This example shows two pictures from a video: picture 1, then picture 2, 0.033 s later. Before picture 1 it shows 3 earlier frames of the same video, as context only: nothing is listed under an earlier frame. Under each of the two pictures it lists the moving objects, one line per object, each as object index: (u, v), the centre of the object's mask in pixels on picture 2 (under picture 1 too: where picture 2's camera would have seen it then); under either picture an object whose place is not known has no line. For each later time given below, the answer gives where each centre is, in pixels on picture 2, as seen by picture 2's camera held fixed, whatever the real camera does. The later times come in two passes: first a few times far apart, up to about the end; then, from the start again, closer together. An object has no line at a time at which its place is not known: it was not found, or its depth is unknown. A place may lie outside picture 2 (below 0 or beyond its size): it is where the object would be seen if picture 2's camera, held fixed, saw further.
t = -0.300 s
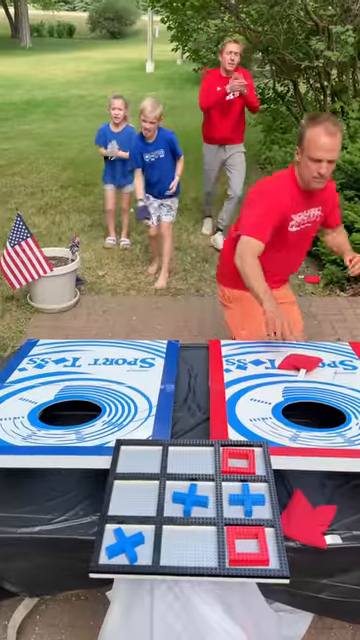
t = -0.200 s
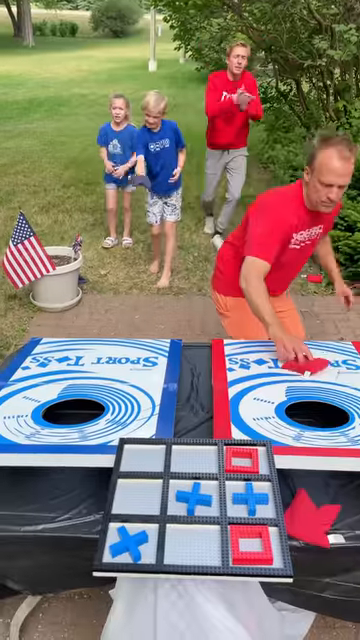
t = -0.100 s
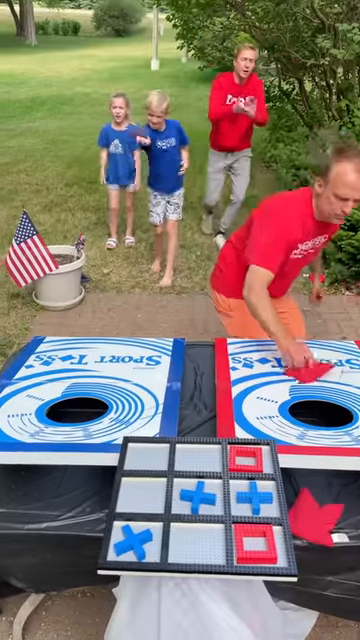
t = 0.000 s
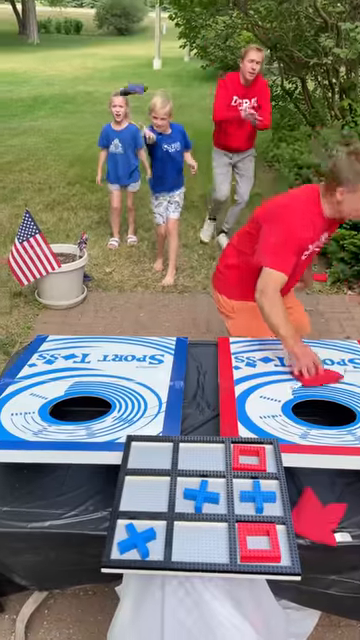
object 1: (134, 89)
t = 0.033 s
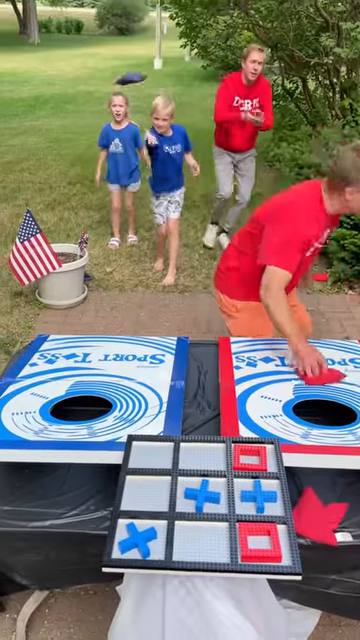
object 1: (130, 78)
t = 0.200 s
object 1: (116, 54)
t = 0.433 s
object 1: (89, 141)
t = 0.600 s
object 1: (75, 305)
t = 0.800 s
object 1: (55, 353)
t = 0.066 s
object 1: (127, 70)
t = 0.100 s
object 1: (125, 63)
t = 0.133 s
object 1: (122, 57)
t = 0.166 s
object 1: (119, 54)
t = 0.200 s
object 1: (116, 54)
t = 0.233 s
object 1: (112, 56)
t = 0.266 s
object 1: (109, 62)
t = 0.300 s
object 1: (105, 70)
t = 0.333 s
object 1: (102, 82)
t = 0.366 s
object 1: (98, 98)
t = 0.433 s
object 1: (89, 141)
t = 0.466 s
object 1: (86, 167)
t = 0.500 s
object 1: (84, 197)
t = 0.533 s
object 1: (80, 231)
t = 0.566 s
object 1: (80, 269)
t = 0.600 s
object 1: (75, 305)
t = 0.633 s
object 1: (71, 350)
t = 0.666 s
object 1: (64, 360)
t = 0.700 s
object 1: (60, 356)
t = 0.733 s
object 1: (58, 352)
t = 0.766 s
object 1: (56, 352)
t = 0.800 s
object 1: (55, 353)
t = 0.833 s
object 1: (54, 356)
